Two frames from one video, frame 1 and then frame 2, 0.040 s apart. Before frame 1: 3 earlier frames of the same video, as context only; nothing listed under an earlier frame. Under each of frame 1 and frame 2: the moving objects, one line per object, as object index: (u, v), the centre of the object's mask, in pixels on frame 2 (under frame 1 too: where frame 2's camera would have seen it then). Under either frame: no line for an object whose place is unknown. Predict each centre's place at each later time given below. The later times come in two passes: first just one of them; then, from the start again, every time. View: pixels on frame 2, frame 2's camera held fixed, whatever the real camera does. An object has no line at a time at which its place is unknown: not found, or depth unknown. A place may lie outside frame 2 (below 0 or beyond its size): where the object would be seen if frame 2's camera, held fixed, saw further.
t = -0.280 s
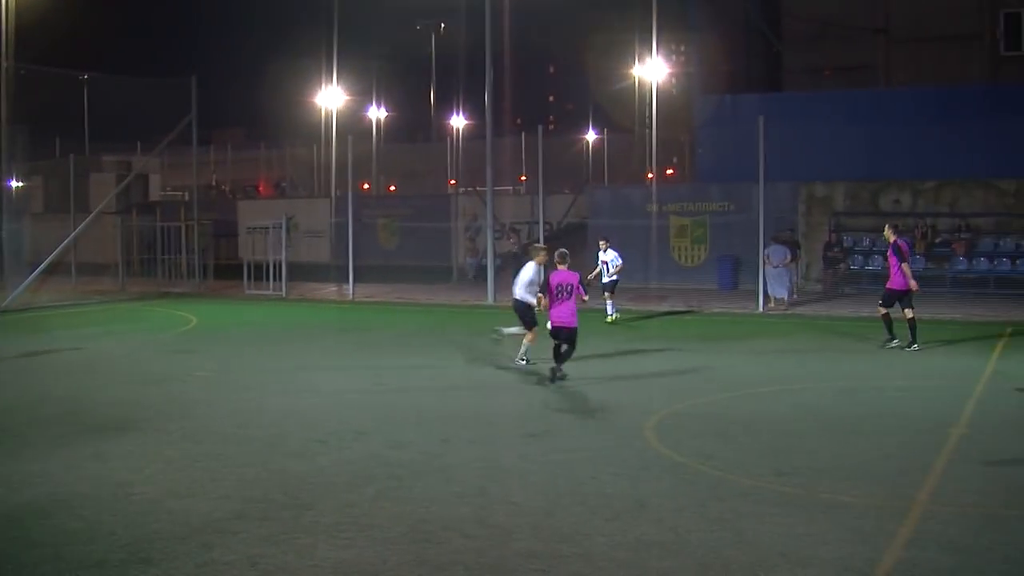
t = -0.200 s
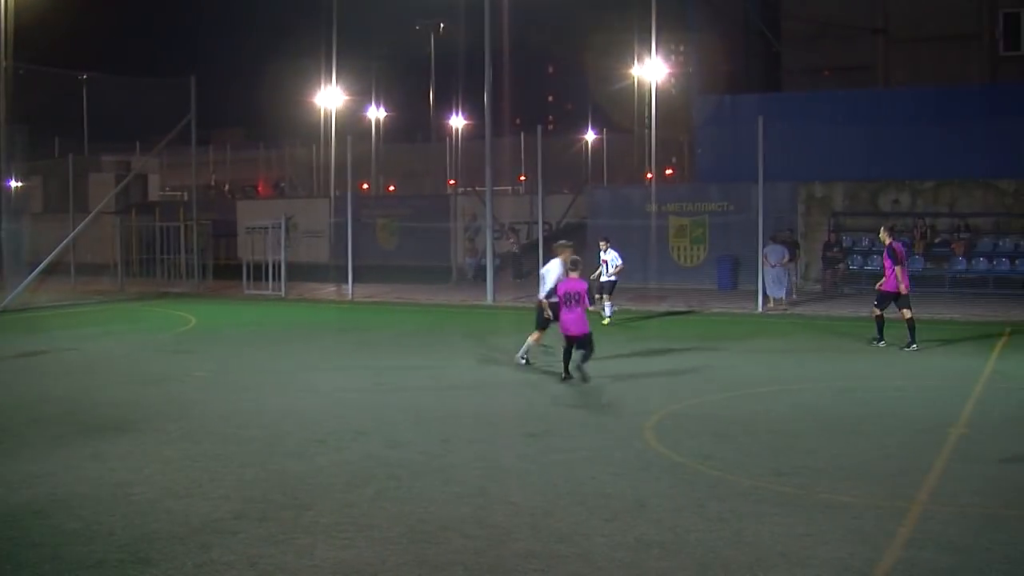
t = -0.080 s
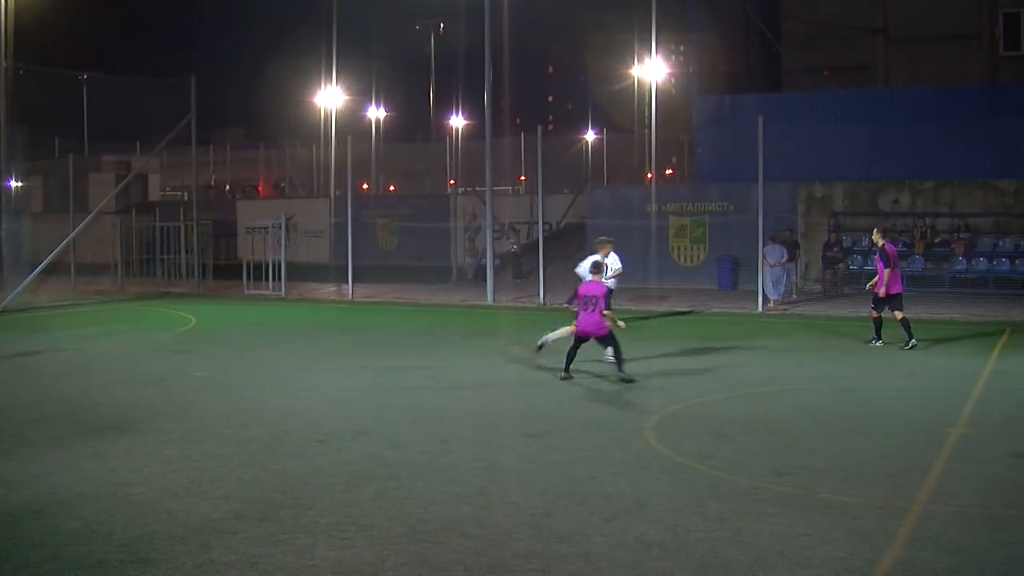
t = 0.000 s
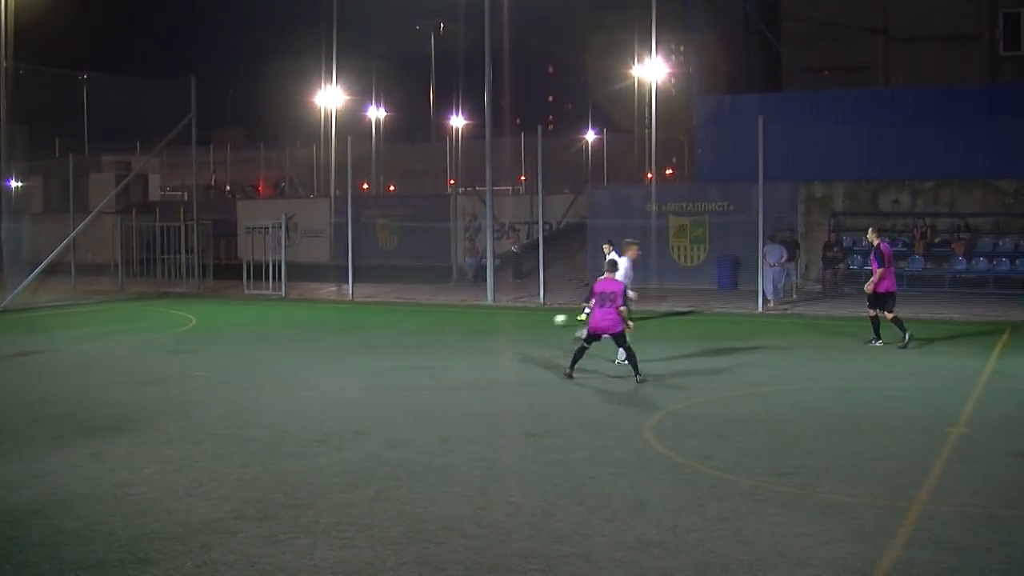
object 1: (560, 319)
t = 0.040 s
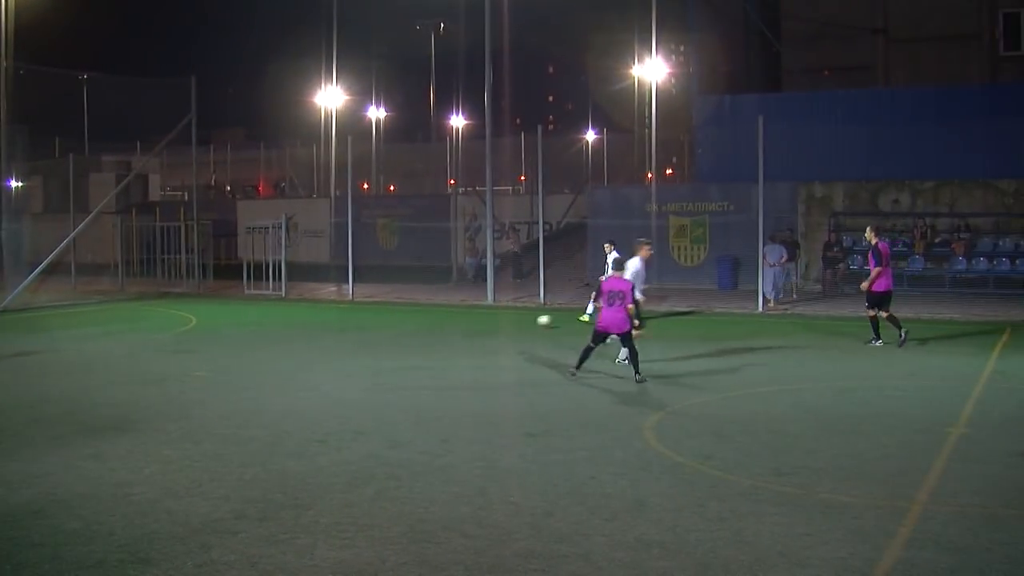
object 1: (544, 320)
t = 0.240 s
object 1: (464, 329)
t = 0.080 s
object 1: (527, 322)
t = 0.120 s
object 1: (510, 324)
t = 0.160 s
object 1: (493, 327)
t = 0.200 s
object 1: (478, 328)
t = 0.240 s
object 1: (464, 329)
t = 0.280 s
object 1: (450, 331)
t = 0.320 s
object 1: (436, 332)
